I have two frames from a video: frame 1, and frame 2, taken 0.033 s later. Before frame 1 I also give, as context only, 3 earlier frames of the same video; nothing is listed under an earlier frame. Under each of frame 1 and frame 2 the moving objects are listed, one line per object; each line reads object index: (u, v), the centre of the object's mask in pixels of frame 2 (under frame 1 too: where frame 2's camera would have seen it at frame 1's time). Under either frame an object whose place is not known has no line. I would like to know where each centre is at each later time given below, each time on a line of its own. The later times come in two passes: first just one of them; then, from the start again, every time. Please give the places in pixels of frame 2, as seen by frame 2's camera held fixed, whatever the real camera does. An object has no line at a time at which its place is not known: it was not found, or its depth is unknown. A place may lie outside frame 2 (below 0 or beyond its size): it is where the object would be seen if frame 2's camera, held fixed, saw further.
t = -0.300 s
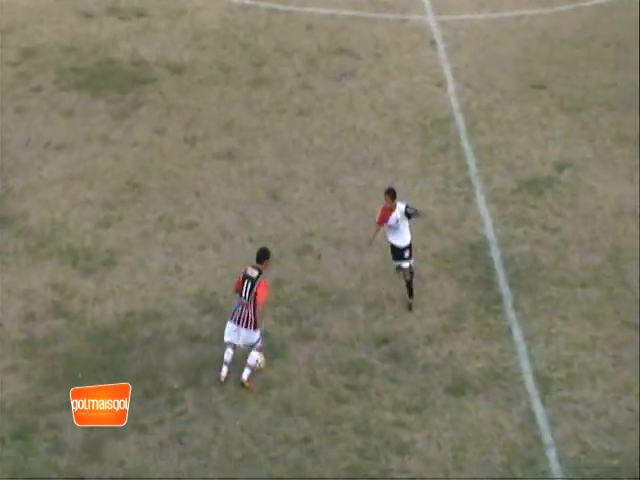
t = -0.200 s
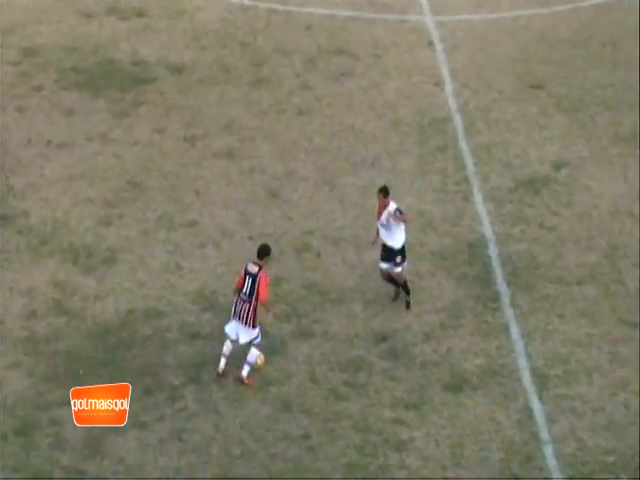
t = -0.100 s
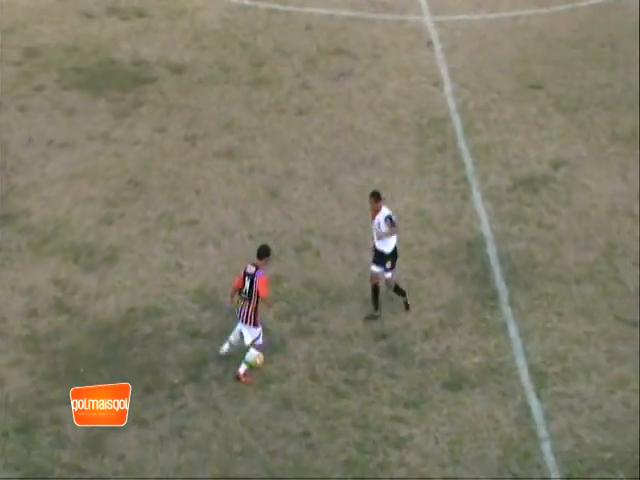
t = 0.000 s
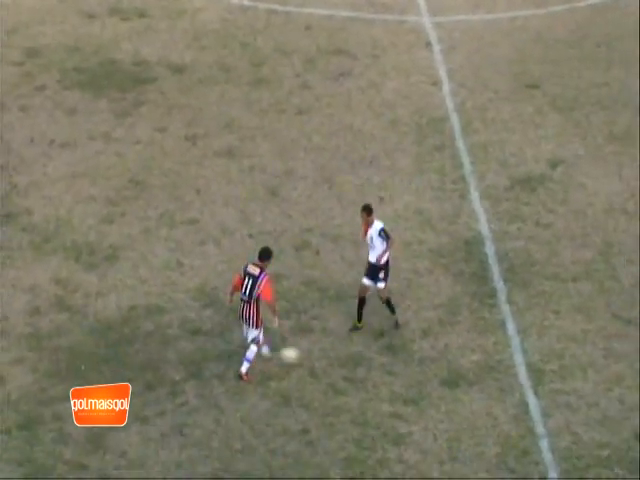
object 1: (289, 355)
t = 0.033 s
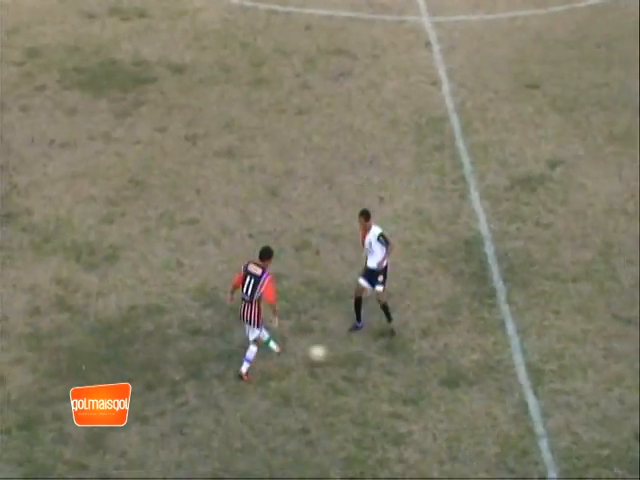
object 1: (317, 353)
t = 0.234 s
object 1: (477, 353)
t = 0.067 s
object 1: (345, 353)
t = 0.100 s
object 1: (373, 352)
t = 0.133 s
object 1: (400, 354)
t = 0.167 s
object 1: (426, 354)
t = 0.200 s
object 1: (451, 354)
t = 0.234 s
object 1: (477, 353)
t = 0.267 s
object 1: (500, 351)
